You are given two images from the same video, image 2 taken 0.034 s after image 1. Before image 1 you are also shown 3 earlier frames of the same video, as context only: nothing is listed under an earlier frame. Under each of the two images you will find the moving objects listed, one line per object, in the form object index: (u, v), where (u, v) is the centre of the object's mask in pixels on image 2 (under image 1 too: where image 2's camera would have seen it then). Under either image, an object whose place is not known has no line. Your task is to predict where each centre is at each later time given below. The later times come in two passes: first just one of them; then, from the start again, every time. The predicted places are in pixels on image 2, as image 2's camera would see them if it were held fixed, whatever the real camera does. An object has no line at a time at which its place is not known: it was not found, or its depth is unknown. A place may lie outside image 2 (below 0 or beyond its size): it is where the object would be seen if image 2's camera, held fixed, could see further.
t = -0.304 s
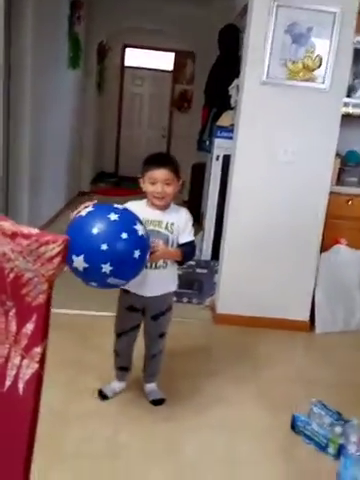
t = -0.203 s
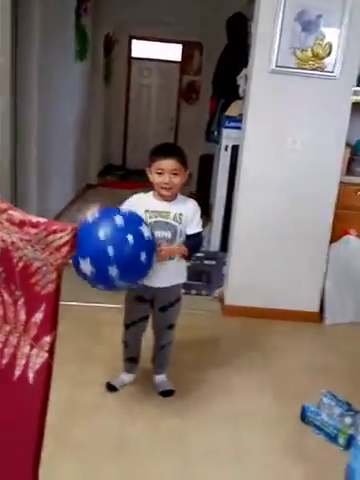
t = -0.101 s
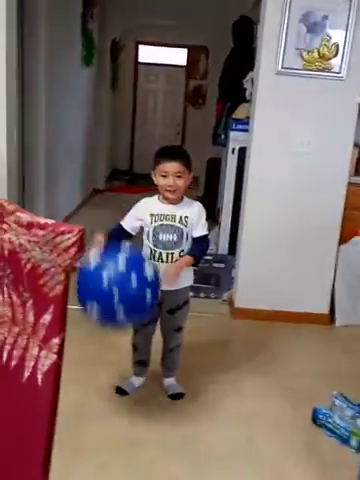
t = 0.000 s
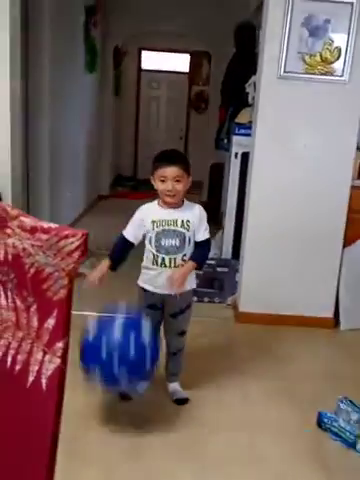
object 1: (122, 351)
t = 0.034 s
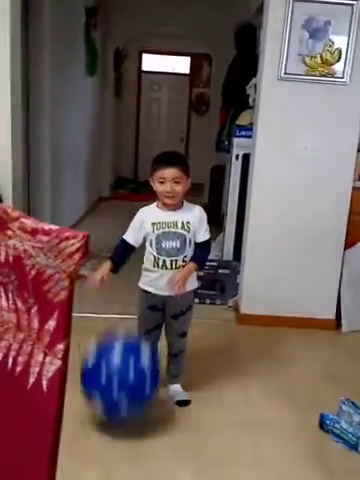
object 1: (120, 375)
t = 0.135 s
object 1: (120, 351)
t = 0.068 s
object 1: (119, 394)
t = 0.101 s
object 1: (120, 372)
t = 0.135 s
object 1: (120, 351)
